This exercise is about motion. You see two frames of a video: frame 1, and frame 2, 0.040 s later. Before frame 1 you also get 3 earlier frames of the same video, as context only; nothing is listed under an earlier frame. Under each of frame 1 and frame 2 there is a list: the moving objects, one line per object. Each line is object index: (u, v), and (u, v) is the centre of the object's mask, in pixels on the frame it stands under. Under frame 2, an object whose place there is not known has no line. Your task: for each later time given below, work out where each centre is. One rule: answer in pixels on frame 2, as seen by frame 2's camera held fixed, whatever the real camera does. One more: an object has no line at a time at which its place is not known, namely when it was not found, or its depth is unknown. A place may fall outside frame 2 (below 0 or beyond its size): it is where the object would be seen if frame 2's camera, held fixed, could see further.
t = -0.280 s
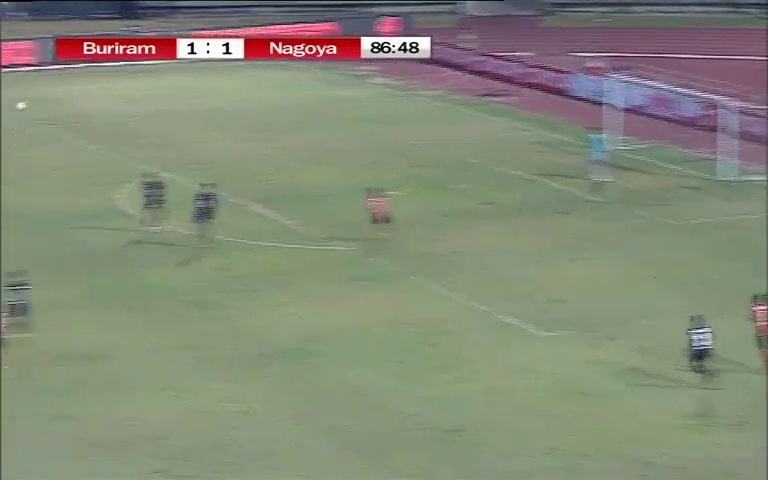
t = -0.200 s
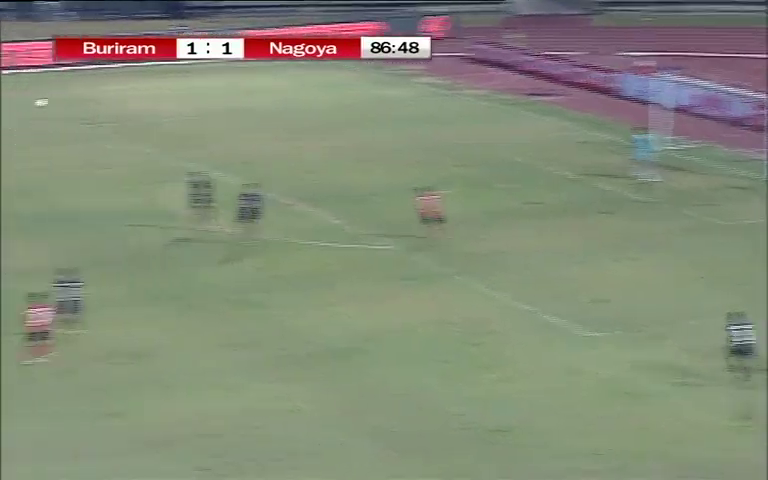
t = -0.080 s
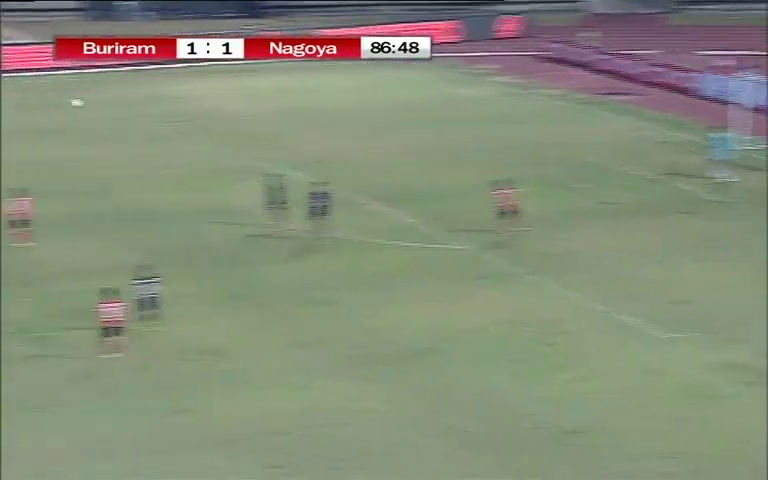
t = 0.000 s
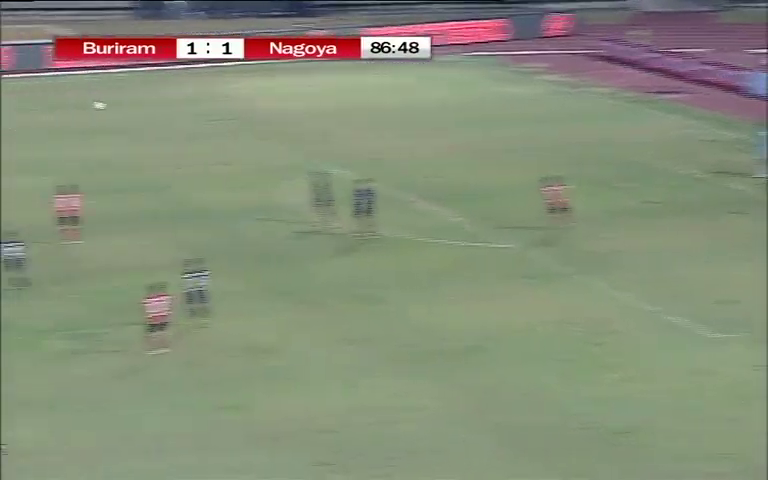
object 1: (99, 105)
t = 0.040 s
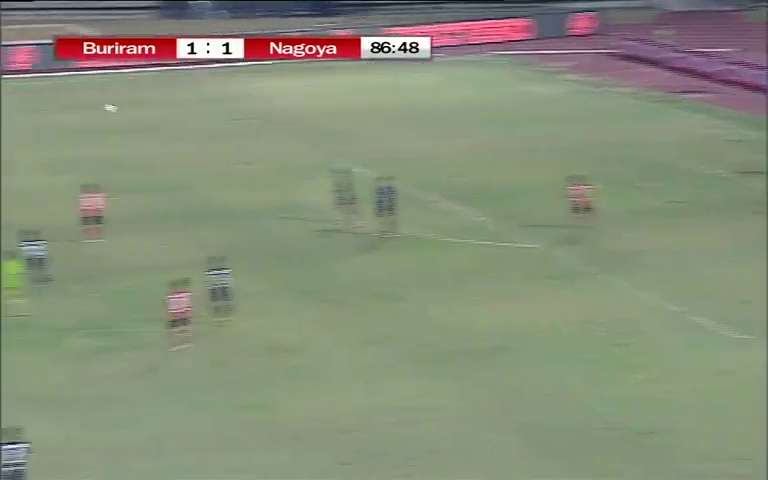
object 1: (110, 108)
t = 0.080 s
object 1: (103, 111)
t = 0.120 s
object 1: (90, 115)
